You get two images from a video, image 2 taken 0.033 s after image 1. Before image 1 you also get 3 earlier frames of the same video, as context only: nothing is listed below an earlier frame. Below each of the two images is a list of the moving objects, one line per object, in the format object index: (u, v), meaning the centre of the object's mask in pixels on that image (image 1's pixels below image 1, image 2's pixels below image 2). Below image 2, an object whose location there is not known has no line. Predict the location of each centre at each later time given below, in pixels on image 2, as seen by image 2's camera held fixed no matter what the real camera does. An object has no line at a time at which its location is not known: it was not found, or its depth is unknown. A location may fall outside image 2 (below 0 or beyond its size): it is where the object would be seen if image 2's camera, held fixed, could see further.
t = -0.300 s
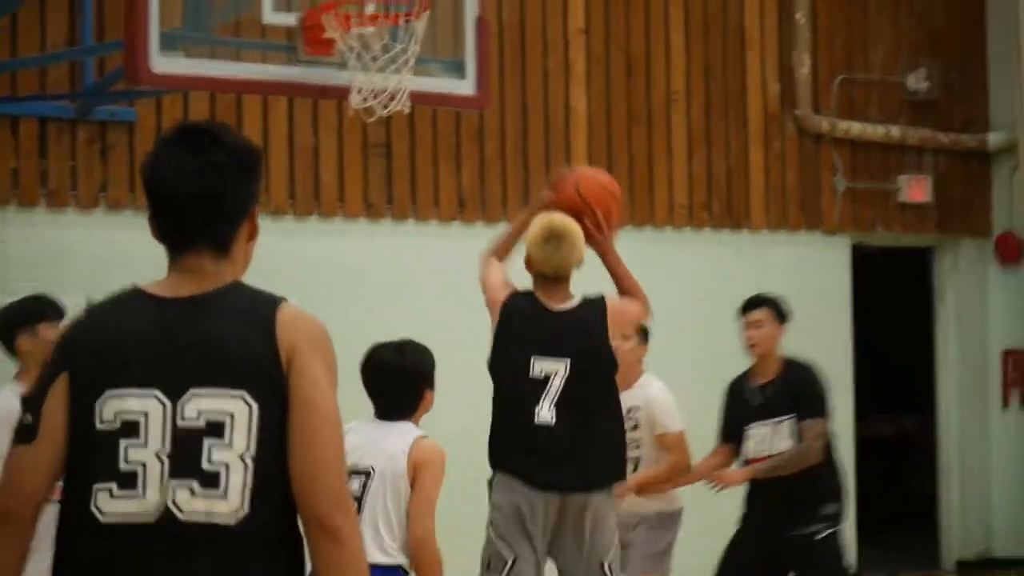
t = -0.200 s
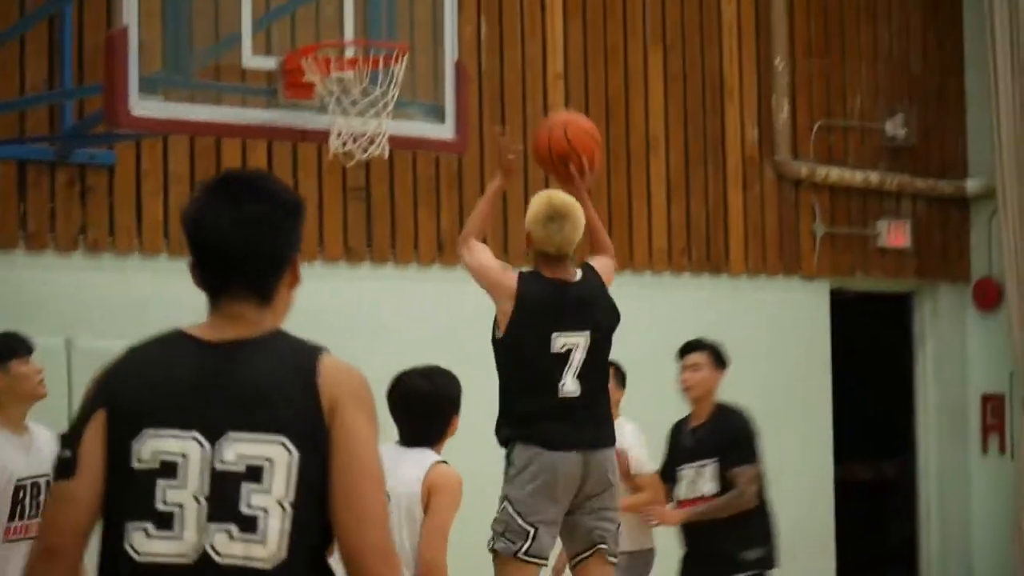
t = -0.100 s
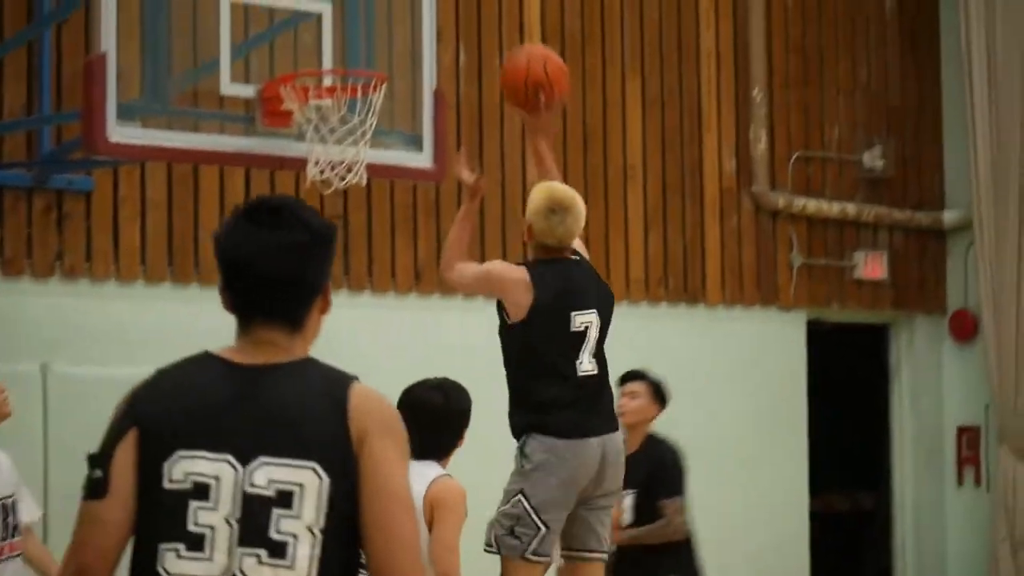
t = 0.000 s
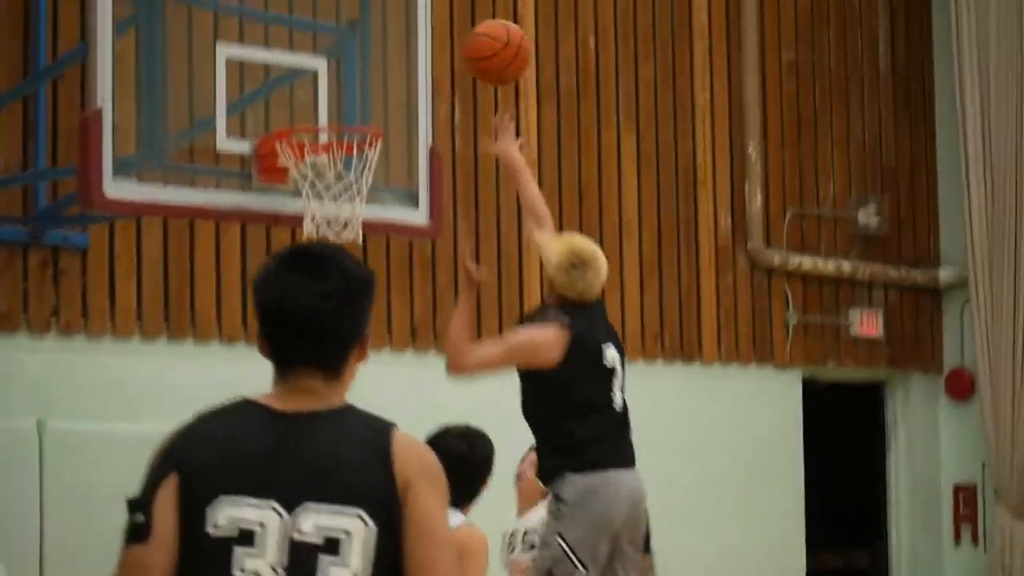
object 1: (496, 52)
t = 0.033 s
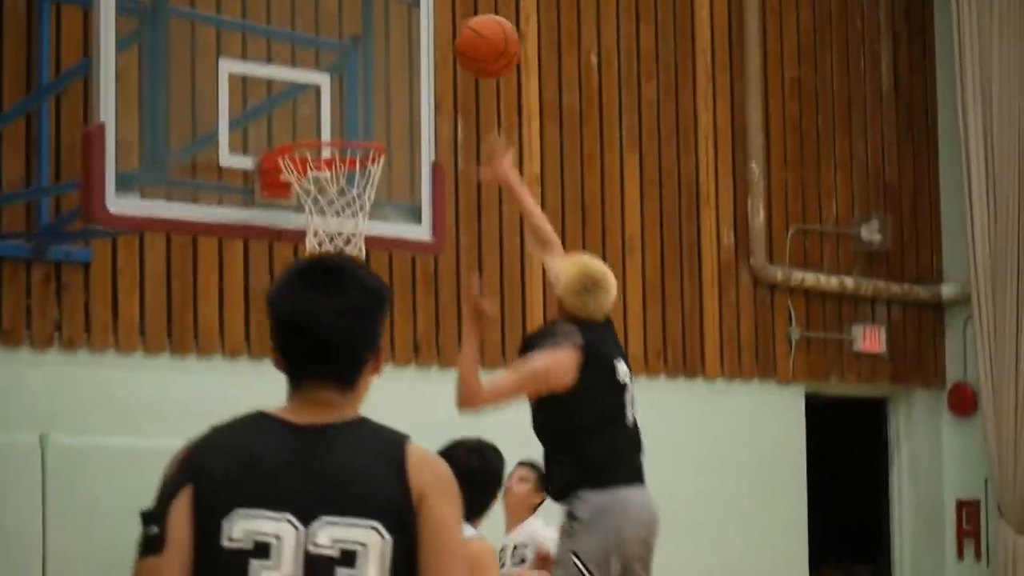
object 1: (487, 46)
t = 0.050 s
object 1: (481, 36)
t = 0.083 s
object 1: (470, 20)
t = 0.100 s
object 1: (464, 13)
